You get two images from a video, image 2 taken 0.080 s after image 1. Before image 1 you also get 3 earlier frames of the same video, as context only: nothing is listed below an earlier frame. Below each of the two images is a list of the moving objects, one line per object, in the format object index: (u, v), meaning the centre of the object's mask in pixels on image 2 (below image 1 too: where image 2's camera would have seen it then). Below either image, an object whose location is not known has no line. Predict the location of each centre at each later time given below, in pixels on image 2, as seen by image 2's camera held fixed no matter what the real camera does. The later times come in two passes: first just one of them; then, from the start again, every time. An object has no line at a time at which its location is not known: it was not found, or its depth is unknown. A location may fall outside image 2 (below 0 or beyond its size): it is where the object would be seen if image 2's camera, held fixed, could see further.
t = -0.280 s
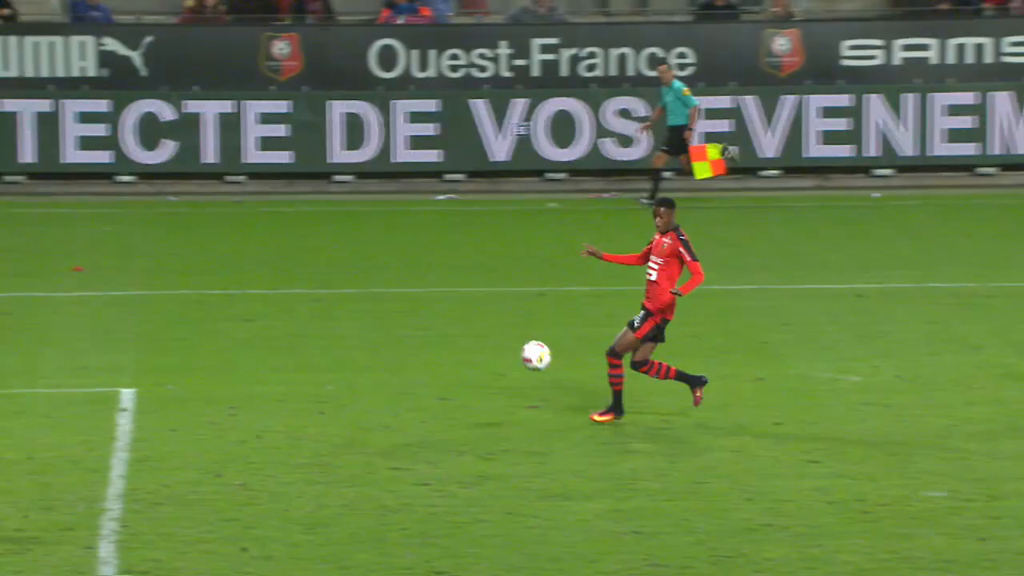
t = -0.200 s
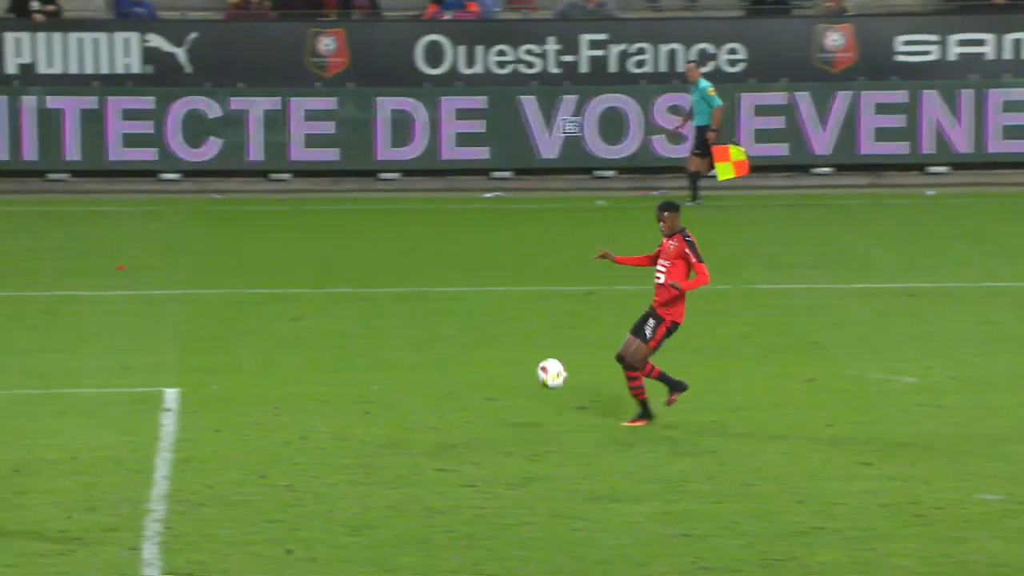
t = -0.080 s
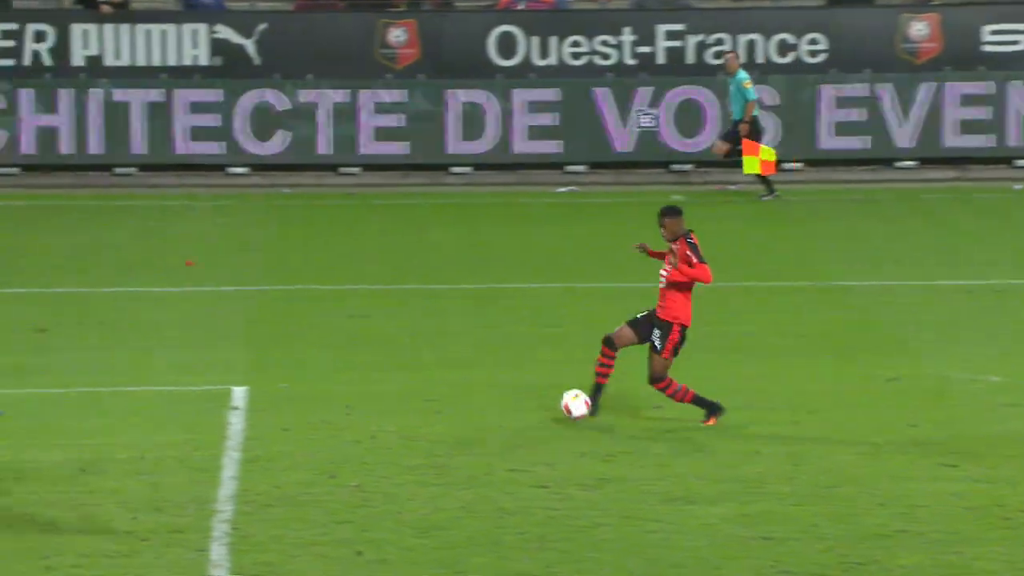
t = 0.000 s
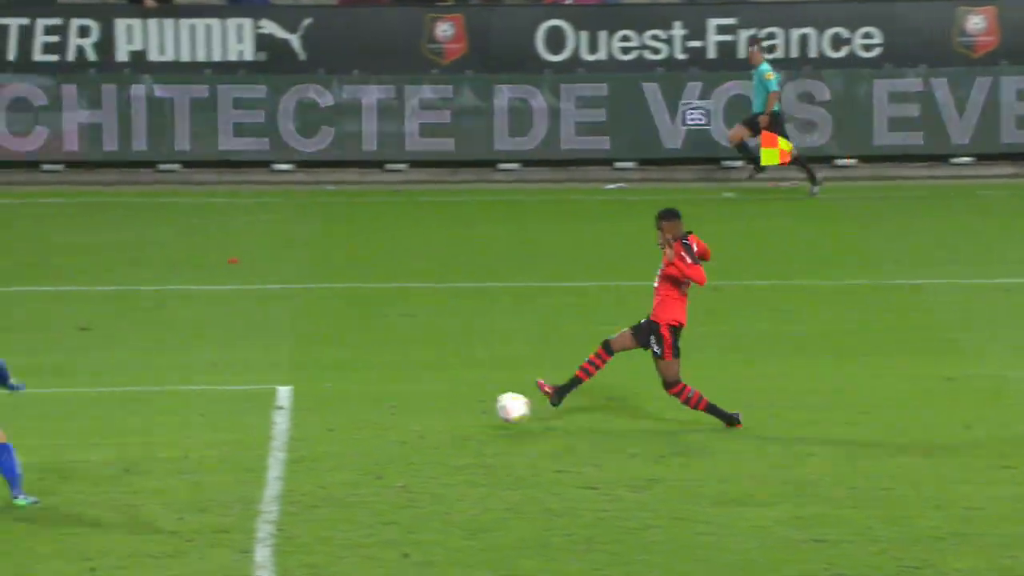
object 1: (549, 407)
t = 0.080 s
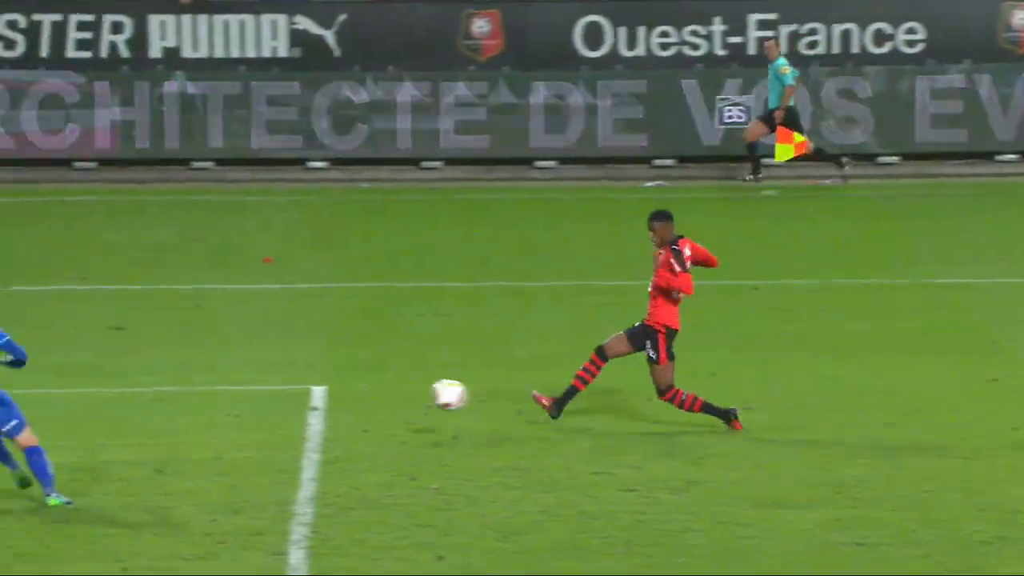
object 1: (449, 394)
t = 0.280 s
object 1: (174, 379)
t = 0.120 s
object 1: (399, 389)
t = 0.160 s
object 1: (347, 385)
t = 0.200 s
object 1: (279, 381)
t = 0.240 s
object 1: (226, 379)
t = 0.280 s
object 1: (174, 379)
